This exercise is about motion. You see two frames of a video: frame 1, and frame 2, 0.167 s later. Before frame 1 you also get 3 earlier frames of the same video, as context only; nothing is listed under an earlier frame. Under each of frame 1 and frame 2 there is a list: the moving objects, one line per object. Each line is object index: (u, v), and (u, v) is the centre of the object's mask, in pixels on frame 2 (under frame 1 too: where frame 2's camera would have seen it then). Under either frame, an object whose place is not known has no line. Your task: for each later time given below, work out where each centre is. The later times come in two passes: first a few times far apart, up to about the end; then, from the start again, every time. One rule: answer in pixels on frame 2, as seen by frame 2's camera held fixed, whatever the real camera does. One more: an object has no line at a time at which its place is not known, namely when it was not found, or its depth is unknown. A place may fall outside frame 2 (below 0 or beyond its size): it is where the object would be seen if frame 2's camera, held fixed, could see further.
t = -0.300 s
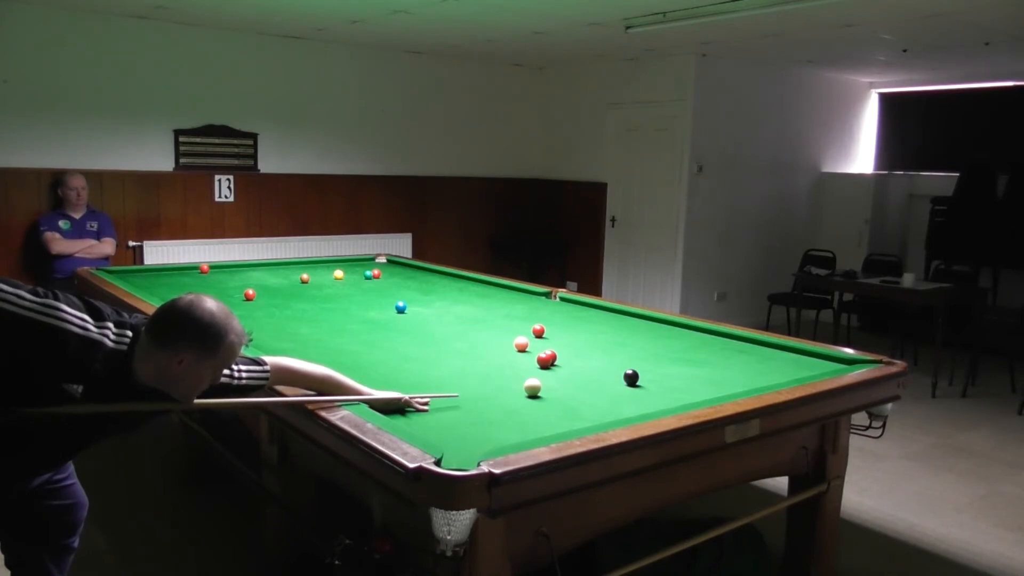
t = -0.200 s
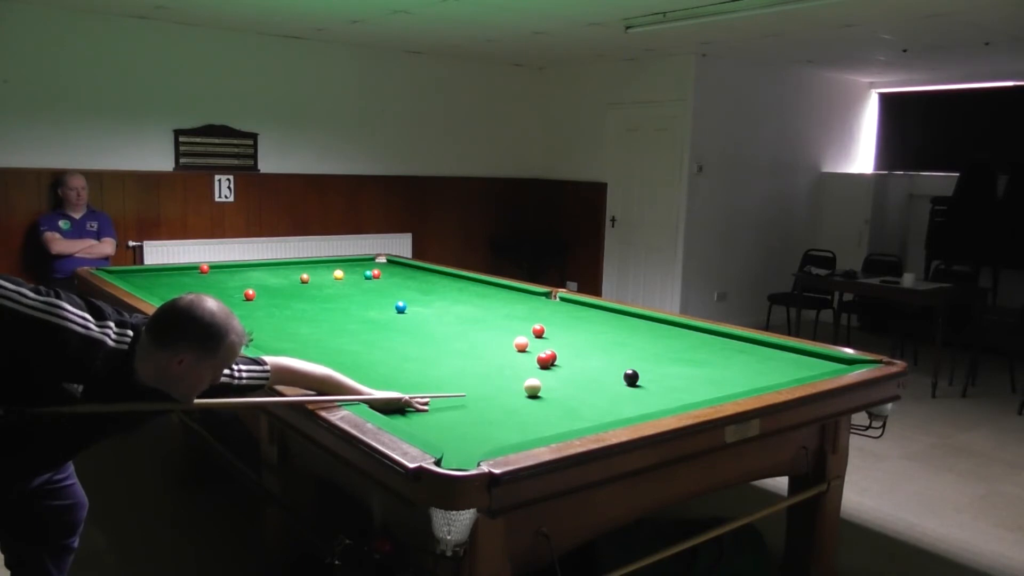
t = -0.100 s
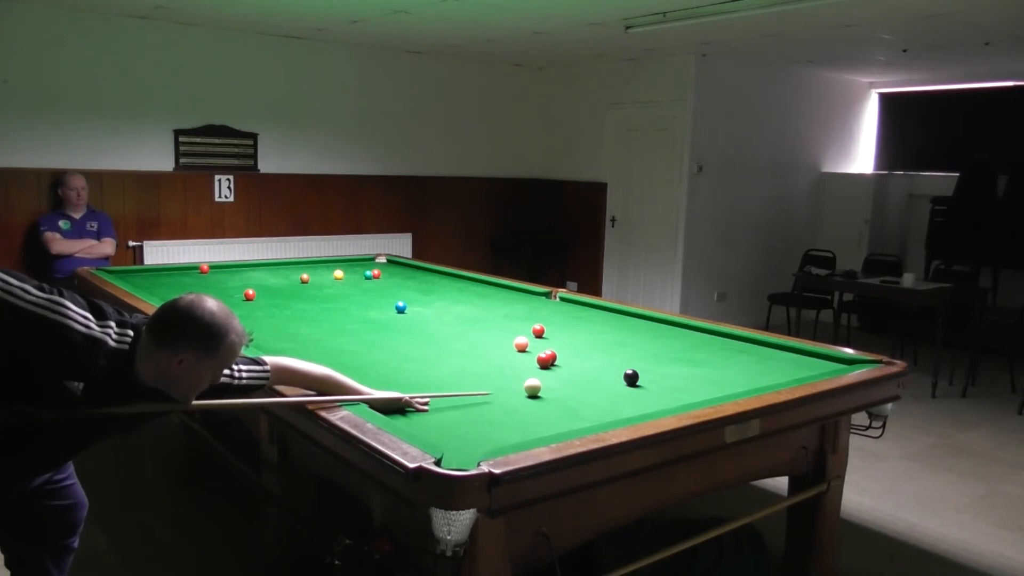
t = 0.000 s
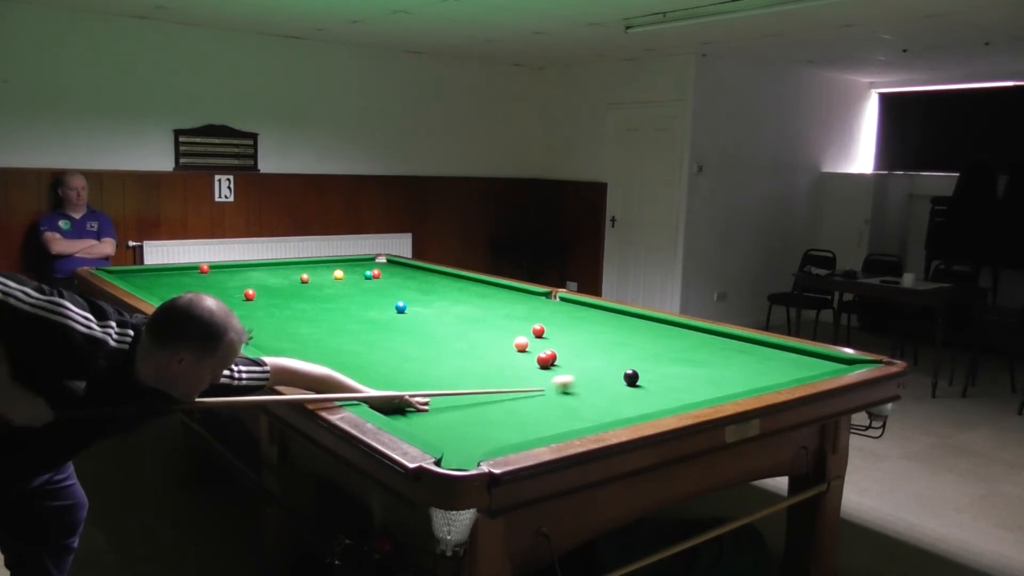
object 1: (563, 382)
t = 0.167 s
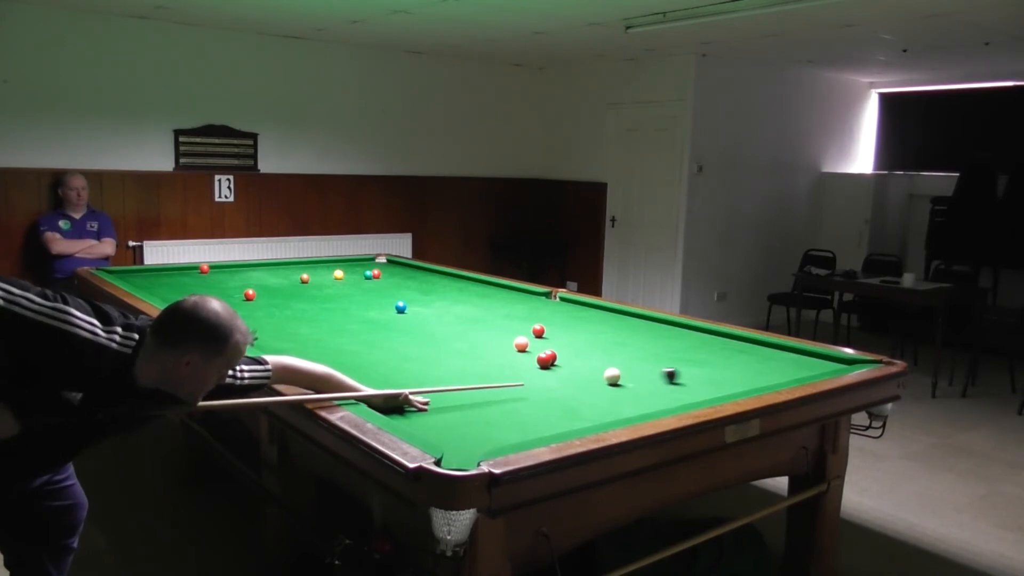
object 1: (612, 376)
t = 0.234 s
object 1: (607, 375)
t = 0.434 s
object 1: (589, 373)
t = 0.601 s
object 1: (574, 371)
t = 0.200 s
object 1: (609, 375)
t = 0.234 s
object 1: (607, 375)
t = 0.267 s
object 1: (603, 375)
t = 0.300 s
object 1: (600, 374)
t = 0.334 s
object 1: (598, 374)
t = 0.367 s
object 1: (594, 373)
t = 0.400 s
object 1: (591, 373)
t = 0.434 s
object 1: (589, 373)
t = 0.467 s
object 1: (586, 372)
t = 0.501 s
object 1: (582, 372)
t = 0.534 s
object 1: (581, 372)
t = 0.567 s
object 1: (578, 371)
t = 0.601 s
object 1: (574, 371)
